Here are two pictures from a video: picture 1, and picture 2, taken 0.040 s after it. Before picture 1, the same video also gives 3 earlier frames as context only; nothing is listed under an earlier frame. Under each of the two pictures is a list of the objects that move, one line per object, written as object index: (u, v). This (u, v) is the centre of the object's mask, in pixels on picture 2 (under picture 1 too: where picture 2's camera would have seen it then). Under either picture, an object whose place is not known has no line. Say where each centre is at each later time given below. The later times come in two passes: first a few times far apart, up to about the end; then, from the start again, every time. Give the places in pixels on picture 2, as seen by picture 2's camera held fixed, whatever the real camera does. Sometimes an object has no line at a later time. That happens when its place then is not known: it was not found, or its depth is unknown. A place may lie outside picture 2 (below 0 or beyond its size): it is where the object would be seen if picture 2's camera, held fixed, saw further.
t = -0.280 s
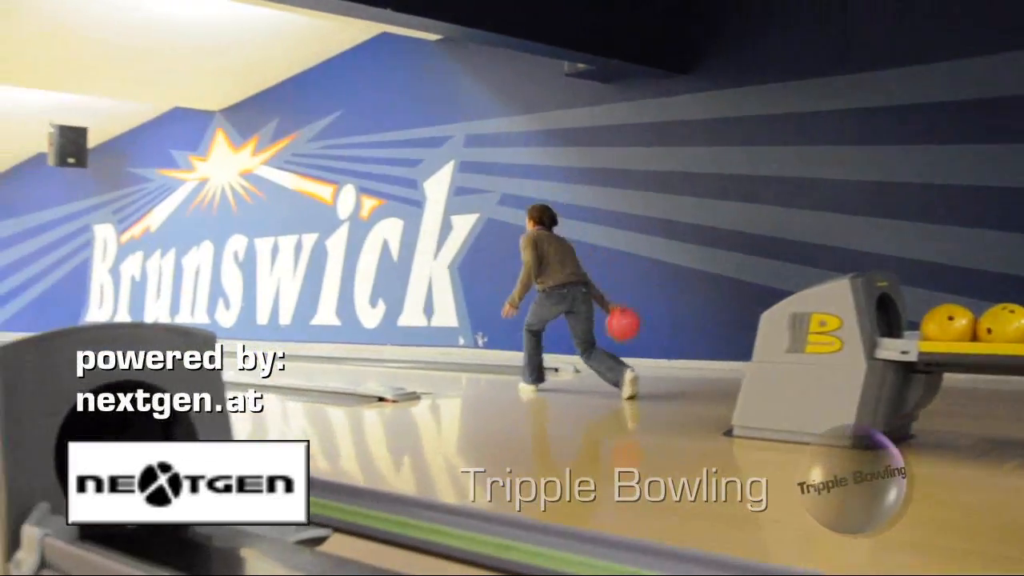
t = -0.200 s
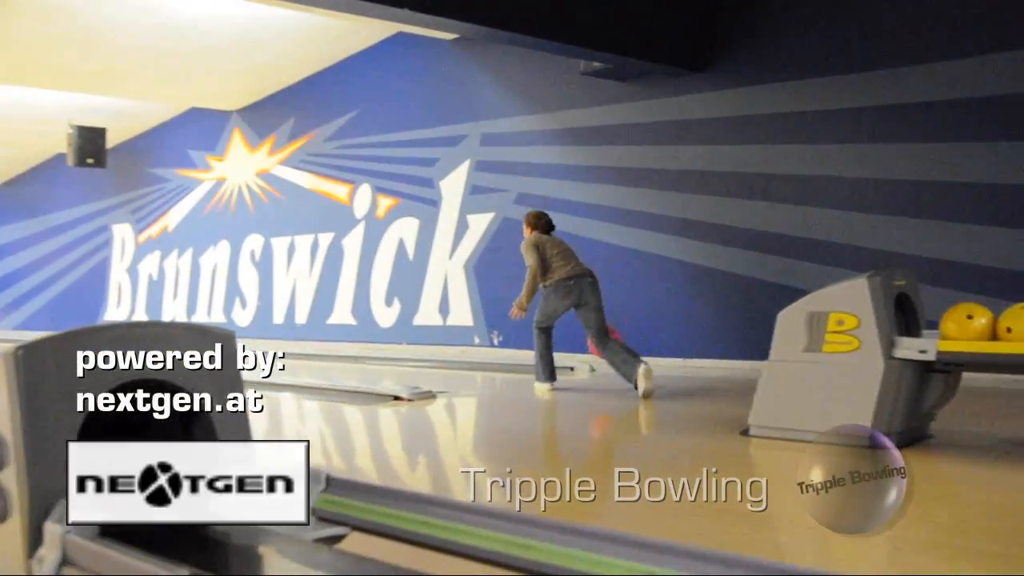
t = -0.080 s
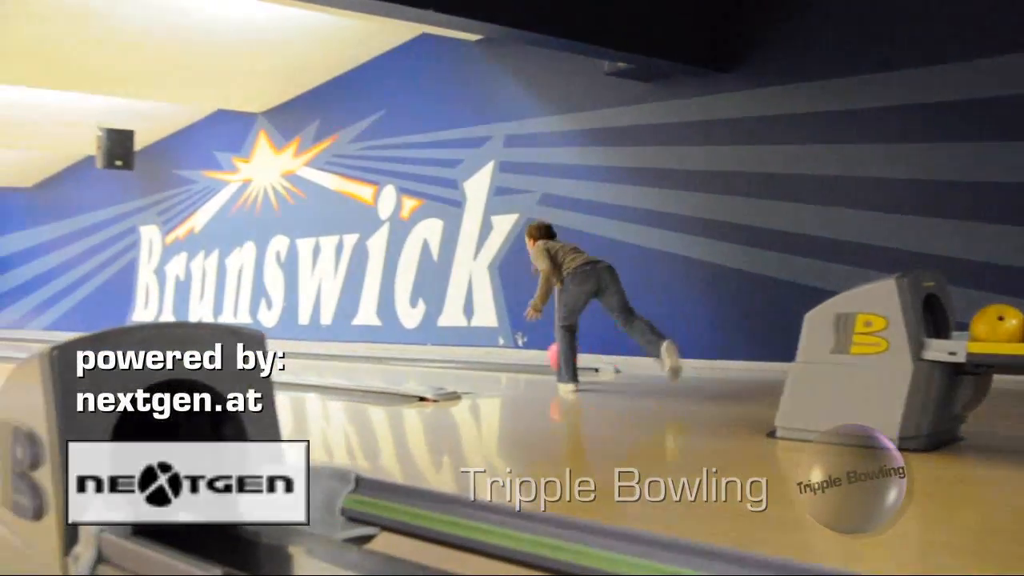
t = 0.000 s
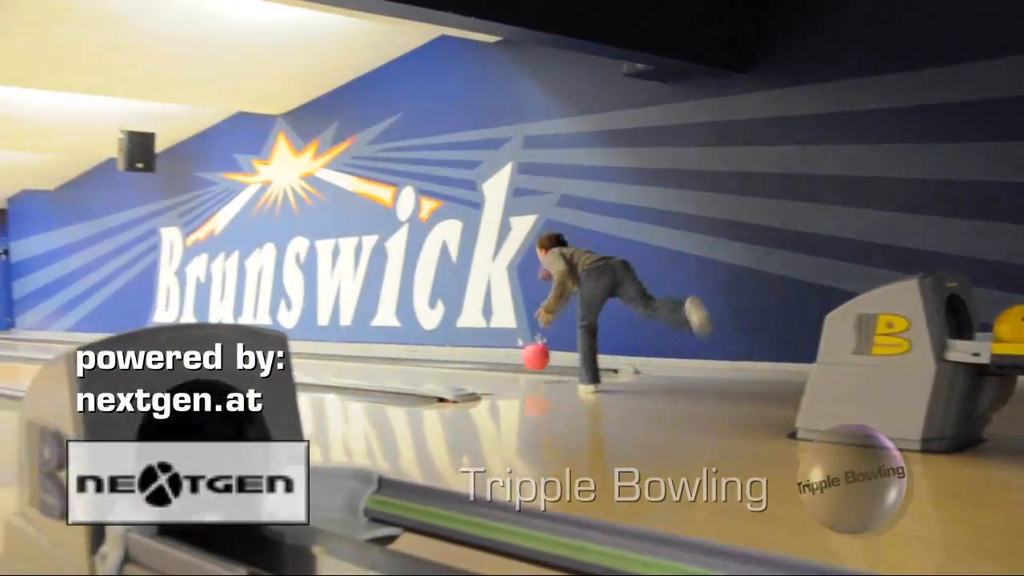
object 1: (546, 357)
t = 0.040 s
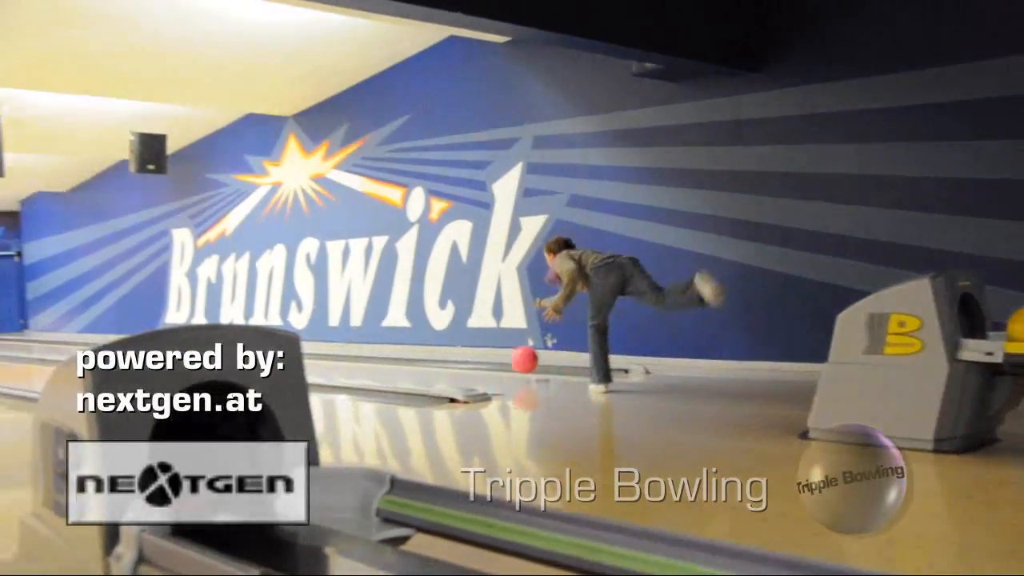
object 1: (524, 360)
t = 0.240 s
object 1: (431, 363)
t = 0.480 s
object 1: (345, 356)
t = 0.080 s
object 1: (504, 367)
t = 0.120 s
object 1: (484, 365)
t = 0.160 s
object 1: (466, 365)
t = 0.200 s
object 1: (448, 363)
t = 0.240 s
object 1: (431, 363)
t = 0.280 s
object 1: (415, 362)
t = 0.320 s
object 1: (400, 361)
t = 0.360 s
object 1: (385, 360)
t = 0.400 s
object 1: (372, 359)
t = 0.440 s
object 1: (359, 358)
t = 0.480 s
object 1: (345, 356)
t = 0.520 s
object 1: (333, 356)
